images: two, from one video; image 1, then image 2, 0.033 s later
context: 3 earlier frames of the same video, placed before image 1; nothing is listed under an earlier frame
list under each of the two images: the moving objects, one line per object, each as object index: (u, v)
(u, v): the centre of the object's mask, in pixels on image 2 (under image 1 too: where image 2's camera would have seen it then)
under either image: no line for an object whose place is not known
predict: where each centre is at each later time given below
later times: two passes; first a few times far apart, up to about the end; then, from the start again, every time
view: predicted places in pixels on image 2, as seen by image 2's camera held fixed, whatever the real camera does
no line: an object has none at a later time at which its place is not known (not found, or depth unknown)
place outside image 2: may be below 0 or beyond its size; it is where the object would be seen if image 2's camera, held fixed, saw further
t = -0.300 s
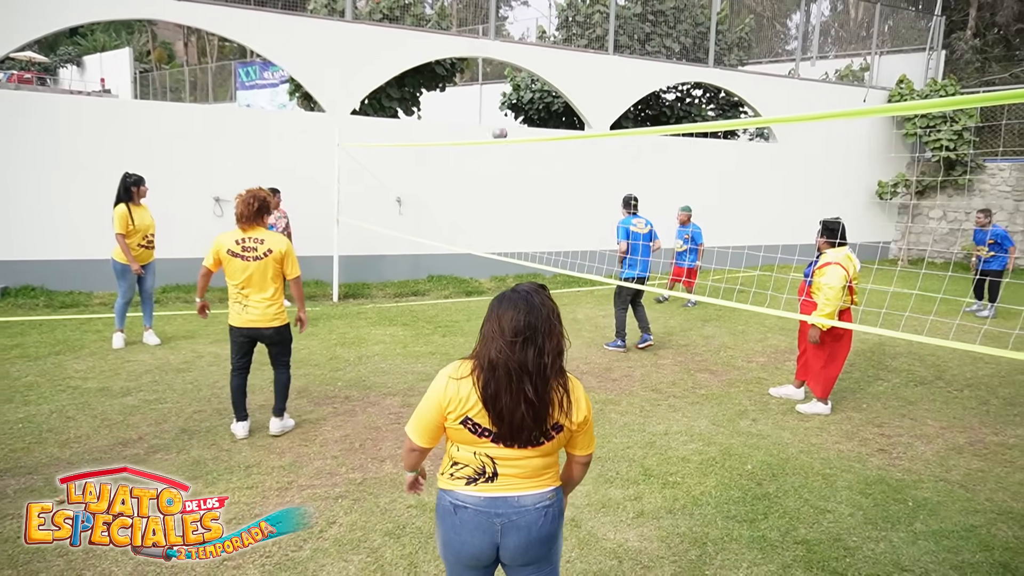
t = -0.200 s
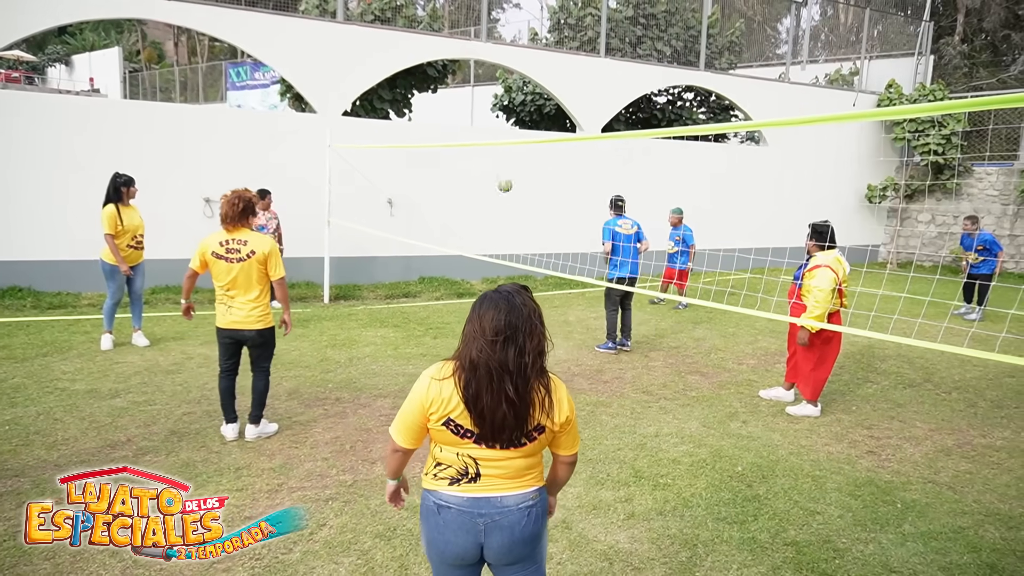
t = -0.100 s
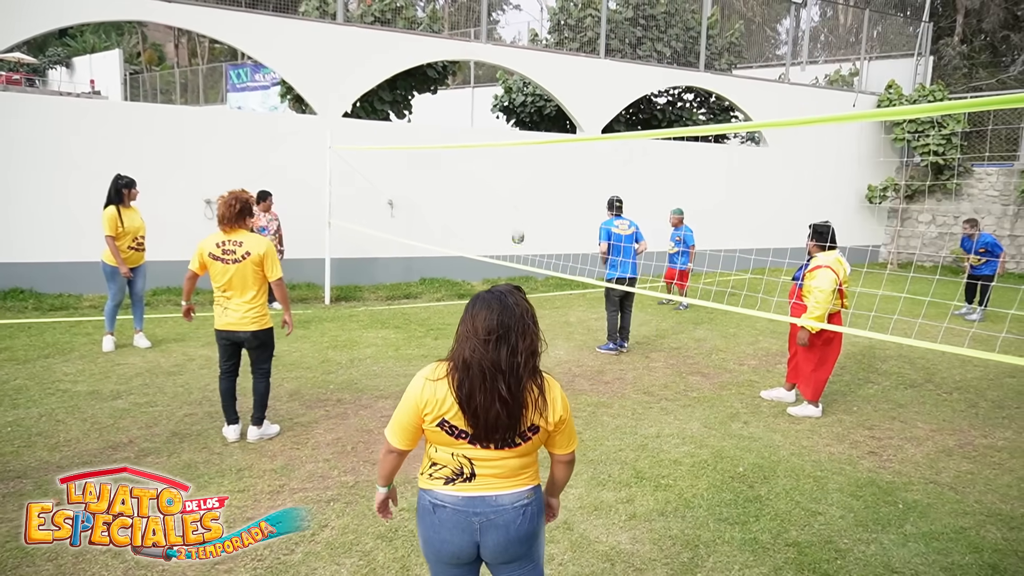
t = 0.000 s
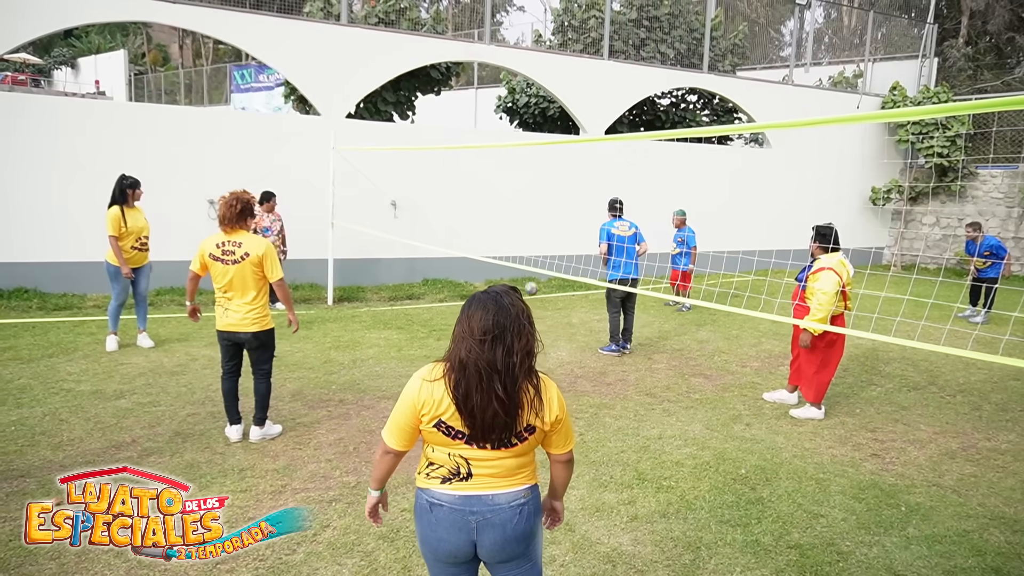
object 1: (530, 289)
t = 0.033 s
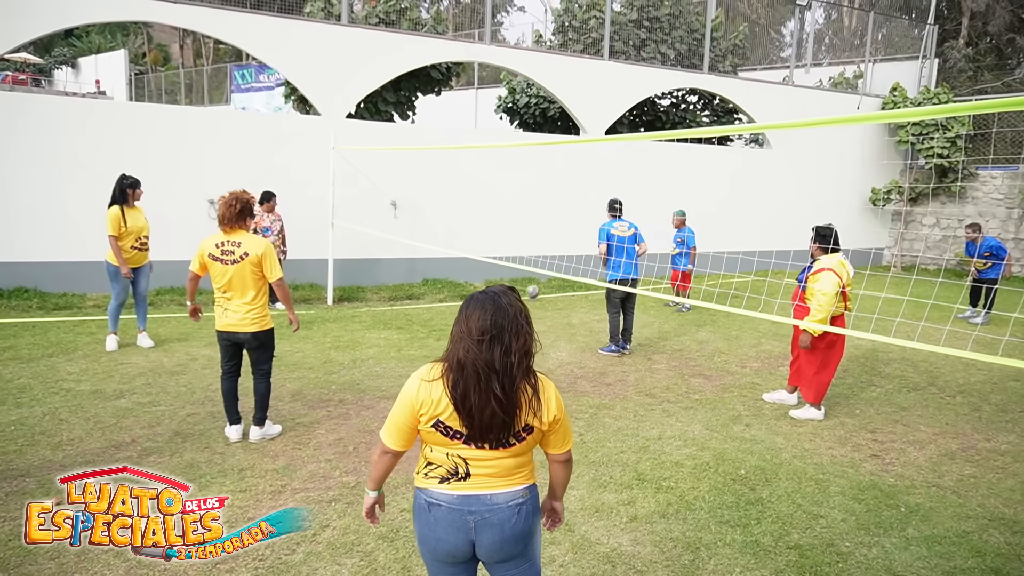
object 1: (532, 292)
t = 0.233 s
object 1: (534, 226)
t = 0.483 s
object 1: (534, 181)
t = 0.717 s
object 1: (538, 173)
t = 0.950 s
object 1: (554, 186)
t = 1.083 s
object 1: (563, 208)
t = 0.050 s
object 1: (532, 285)
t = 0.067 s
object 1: (532, 278)
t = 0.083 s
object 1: (532, 275)
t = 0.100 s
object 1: (532, 264)
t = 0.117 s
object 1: (533, 261)
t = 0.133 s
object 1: (533, 255)
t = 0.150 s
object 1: (533, 251)
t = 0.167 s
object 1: (533, 244)
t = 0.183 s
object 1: (533, 240)
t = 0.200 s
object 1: (533, 235)
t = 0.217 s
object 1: (534, 230)
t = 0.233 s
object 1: (534, 226)
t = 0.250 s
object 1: (534, 221)
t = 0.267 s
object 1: (534, 217)
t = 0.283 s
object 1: (534, 213)
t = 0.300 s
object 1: (534, 210)
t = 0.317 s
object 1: (534, 205)
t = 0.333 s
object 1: (534, 202)
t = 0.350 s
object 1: (534, 200)
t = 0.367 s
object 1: (534, 197)
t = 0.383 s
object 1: (535, 194)
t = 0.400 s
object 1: (534, 192)
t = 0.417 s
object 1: (535, 189)
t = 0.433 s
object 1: (535, 187)
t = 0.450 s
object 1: (535, 185)
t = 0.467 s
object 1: (535, 183)
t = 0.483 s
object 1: (534, 181)
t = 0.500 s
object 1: (534, 180)
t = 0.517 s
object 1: (534, 179)
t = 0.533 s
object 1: (534, 178)
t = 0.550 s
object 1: (534, 177)
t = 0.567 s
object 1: (534, 176)
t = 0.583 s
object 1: (534, 175)
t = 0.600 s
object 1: (534, 175)
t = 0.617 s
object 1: (534, 175)
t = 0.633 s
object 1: (534, 175)
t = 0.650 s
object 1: (534, 175)
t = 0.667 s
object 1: (534, 174)
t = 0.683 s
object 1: (536, 173)
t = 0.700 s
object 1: (537, 173)
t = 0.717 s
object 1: (538, 173)
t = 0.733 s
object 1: (539, 172)
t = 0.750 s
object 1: (540, 172)
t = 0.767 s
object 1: (542, 173)
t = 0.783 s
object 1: (543, 173)
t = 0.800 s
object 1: (544, 173)
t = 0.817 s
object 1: (545, 174)
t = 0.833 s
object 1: (546, 175)
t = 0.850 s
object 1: (548, 176)
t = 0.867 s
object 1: (548, 177)
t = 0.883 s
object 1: (549, 178)
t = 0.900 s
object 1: (549, 178)
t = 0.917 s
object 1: (552, 183)
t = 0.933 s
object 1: (553, 184)
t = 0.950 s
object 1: (554, 186)
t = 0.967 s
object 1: (555, 188)
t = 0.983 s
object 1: (556, 190)
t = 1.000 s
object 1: (557, 193)
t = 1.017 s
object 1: (558, 196)
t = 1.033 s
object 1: (560, 199)
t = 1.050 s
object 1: (561, 202)
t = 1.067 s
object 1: (562, 204)
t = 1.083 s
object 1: (563, 208)
